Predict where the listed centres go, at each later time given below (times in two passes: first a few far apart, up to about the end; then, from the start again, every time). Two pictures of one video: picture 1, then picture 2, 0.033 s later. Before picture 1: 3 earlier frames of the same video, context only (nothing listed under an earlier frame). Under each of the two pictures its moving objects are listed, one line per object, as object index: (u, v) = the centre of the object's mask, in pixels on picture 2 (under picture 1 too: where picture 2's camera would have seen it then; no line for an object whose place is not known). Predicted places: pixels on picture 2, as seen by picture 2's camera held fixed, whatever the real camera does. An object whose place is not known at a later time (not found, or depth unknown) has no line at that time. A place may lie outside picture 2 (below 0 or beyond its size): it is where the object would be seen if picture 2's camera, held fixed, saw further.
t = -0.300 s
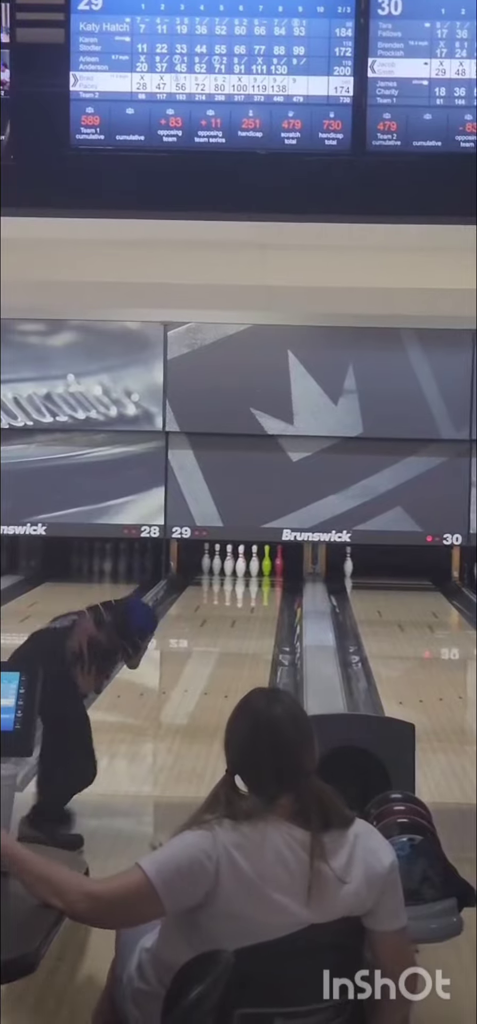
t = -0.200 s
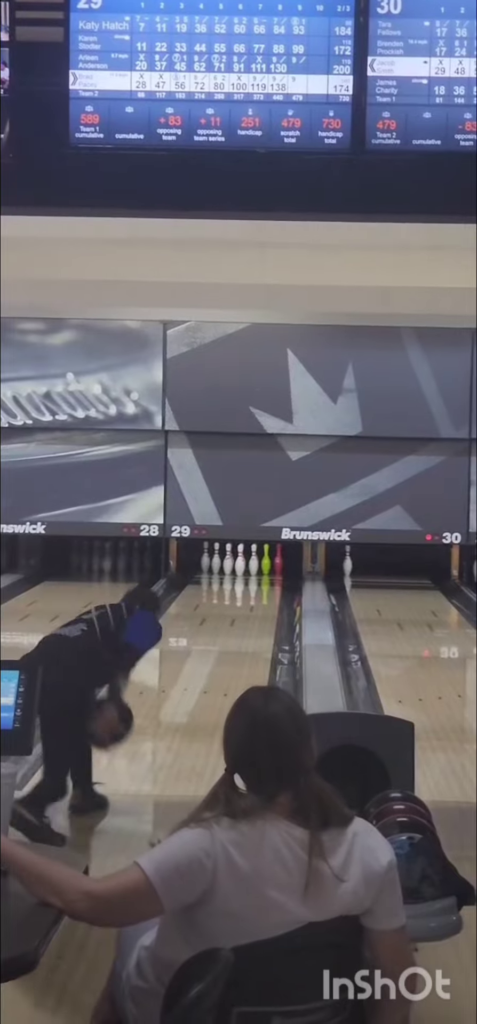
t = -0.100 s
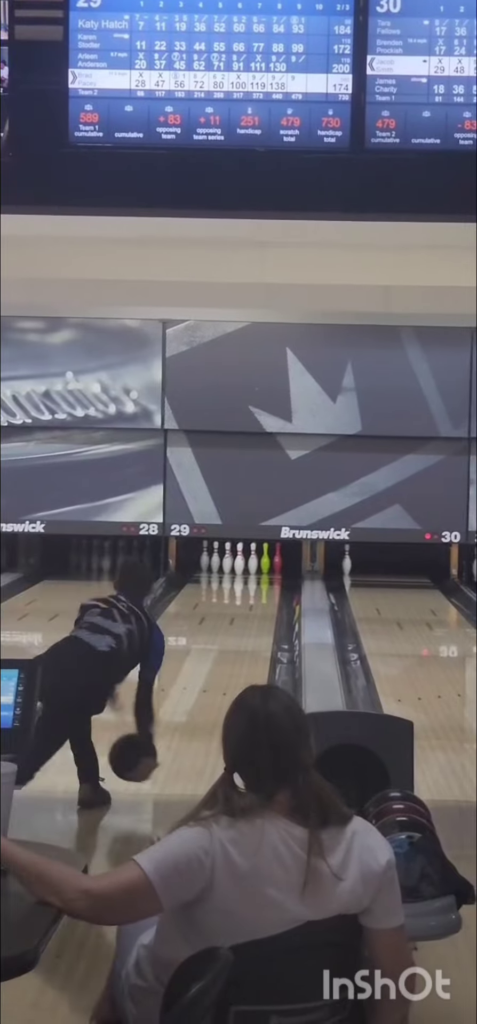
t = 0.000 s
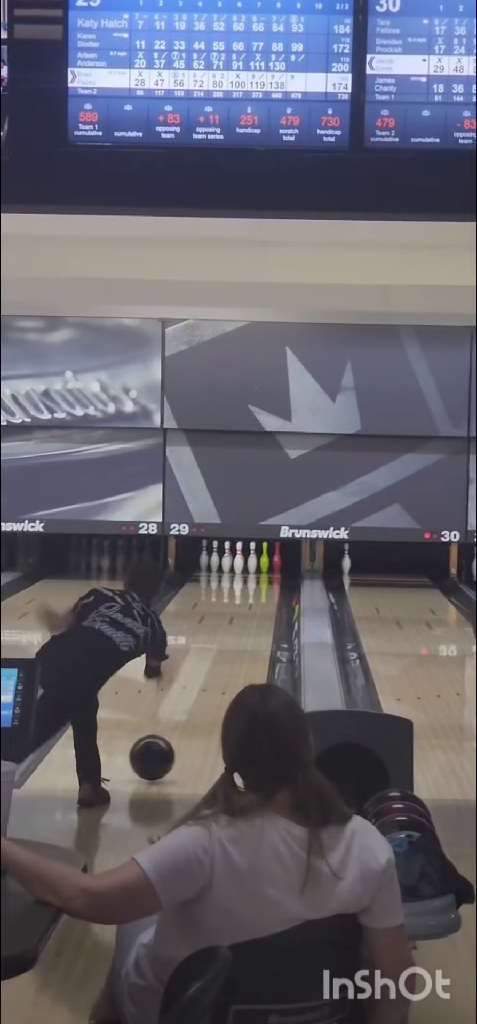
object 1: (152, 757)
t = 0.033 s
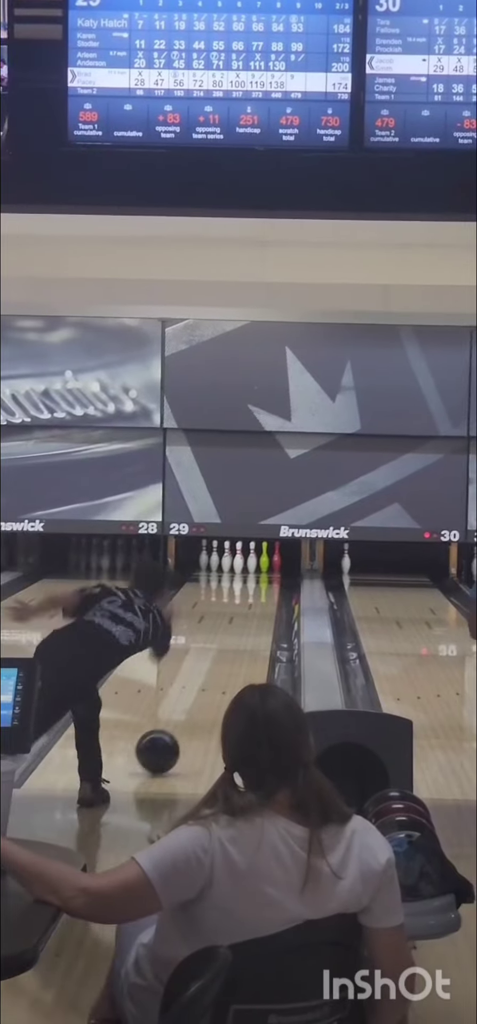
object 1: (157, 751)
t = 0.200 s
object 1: (183, 722)
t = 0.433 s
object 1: (212, 688)
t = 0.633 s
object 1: (230, 665)
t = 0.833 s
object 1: (244, 647)
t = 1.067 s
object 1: (255, 629)
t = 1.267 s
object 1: (261, 617)
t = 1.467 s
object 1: (263, 606)
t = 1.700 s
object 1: (263, 595)
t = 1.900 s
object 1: (261, 586)
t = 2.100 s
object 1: (257, 578)
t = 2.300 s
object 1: (250, 572)
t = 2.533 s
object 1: (240, 566)
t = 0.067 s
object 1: (163, 745)
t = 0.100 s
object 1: (169, 739)
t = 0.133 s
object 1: (174, 733)
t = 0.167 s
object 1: (179, 727)
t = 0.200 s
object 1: (183, 722)
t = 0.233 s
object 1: (188, 716)
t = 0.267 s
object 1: (192, 711)
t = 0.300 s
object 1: (196, 706)
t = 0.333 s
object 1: (200, 701)
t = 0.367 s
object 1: (204, 697)
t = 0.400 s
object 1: (208, 692)
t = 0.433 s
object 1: (212, 688)
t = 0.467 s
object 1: (215, 684)
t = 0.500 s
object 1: (218, 680)
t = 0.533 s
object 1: (221, 676)
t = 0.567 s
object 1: (224, 673)
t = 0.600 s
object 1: (227, 669)
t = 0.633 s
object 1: (230, 665)
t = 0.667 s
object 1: (233, 662)
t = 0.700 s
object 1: (235, 659)
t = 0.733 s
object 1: (238, 656)
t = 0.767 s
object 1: (240, 653)
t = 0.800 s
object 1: (242, 650)
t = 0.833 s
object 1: (244, 647)
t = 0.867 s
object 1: (246, 644)
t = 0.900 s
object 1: (248, 641)
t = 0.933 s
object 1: (249, 639)
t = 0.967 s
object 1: (251, 636)
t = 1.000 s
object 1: (252, 634)
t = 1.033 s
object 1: (254, 631)
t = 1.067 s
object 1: (255, 629)
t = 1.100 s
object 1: (256, 627)
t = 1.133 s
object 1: (257, 624)
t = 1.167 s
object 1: (258, 623)
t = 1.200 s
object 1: (259, 621)
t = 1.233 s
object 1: (260, 619)
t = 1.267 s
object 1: (261, 617)
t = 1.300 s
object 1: (261, 615)
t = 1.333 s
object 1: (262, 613)
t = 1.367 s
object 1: (262, 611)
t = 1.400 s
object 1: (263, 610)
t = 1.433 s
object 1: (263, 608)
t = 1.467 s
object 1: (263, 606)
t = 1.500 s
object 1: (263, 605)
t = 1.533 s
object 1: (264, 603)
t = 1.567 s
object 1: (264, 601)
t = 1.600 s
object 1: (264, 599)
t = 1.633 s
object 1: (264, 598)
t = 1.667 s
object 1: (263, 596)
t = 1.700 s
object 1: (263, 595)
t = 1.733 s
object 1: (263, 593)
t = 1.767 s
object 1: (263, 592)
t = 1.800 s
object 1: (262, 591)
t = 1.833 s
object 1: (262, 589)
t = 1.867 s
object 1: (262, 588)
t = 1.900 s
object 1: (261, 586)
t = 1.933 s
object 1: (260, 585)
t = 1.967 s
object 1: (260, 584)
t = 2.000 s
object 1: (259, 583)
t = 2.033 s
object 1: (258, 581)
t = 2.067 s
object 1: (257, 580)
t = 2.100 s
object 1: (257, 578)
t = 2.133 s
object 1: (255, 577)
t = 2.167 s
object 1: (254, 576)
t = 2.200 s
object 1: (253, 574)
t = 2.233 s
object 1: (252, 574)
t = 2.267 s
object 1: (251, 573)
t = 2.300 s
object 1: (250, 572)
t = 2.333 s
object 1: (249, 570)
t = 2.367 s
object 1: (247, 569)
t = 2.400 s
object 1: (245, 568)
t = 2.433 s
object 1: (243, 567)
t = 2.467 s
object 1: (242, 566)
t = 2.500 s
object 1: (241, 566)
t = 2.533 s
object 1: (240, 566)
